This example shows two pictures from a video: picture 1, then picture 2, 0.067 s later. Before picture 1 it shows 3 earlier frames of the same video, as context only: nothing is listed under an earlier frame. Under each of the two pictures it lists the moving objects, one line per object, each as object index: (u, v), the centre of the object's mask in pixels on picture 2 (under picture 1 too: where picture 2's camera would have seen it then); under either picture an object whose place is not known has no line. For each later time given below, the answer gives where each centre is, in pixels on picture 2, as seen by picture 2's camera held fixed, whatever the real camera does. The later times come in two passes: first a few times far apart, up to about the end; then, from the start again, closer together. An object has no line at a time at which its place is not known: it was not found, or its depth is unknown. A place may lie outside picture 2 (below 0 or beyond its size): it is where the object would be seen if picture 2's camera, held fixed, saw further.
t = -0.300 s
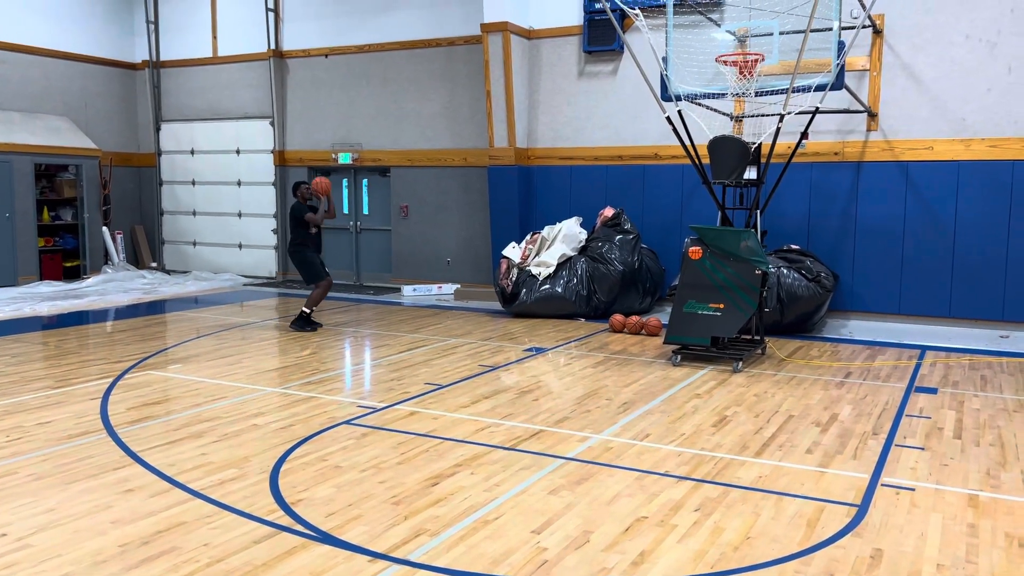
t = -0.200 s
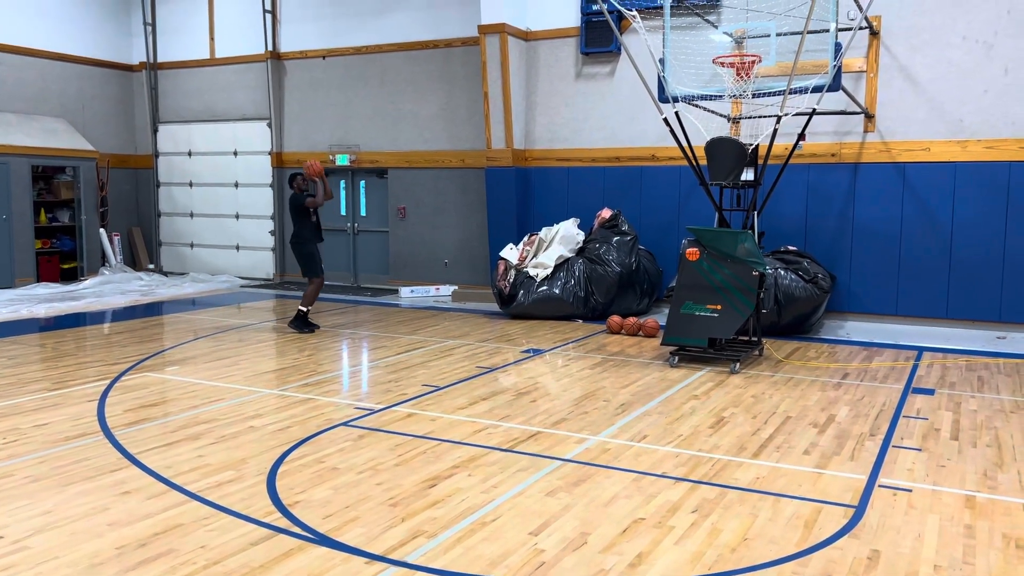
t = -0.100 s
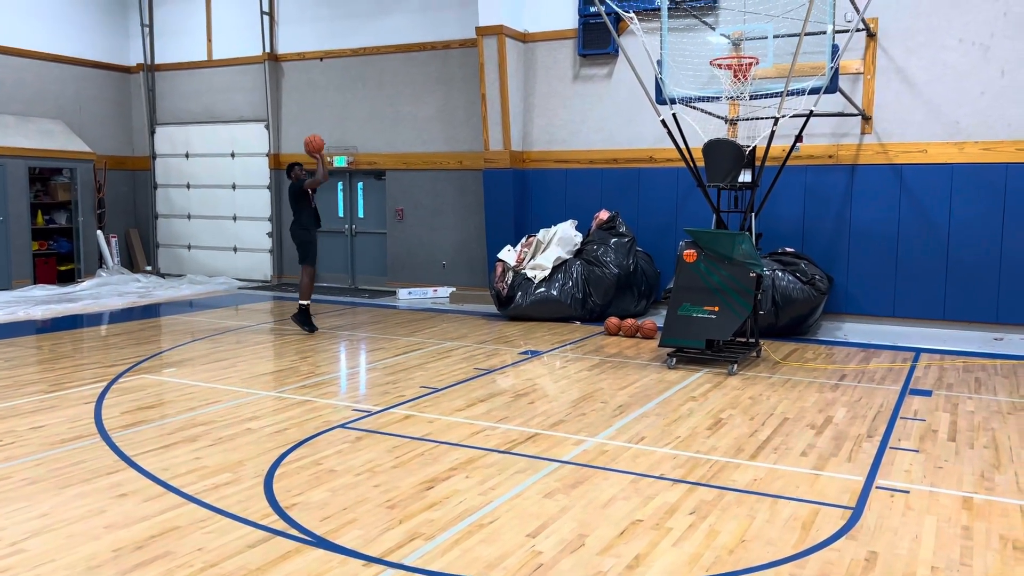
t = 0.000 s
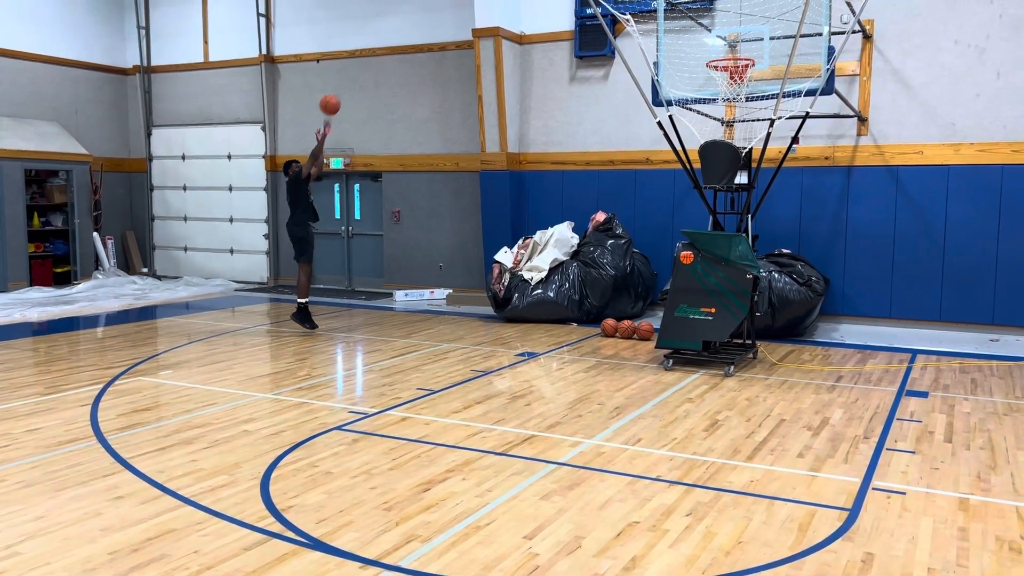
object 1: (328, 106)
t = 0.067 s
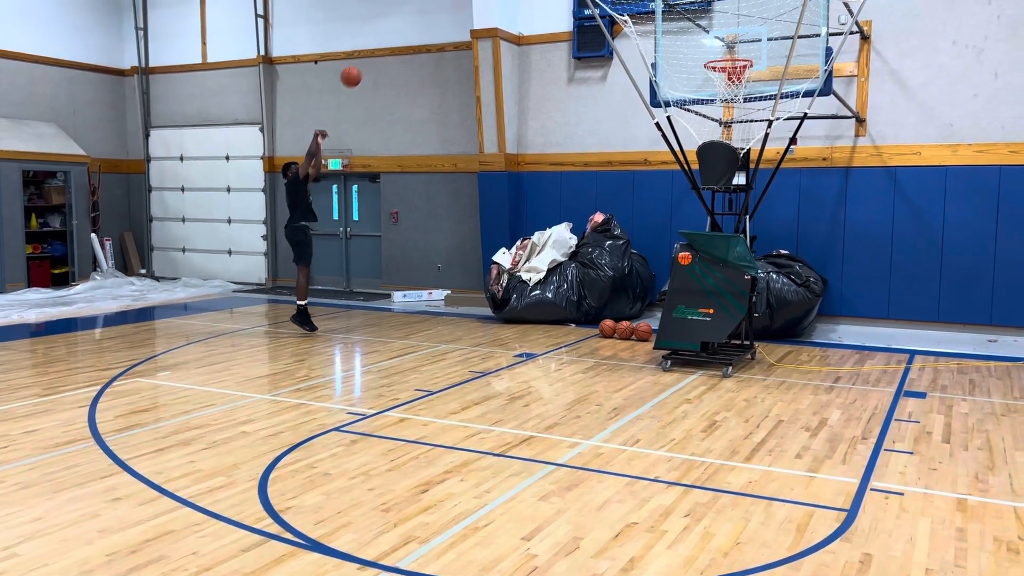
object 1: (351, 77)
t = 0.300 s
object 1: (435, 2)
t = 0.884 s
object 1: (663, 10)
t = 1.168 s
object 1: (758, 97)
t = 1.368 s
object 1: (761, 137)
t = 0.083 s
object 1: (357, 69)
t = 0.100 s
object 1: (363, 63)
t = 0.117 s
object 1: (368, 57)
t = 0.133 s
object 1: (375, 50)
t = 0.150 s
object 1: (380, 43)
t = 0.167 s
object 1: (386, 38)
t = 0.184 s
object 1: (392, 32)
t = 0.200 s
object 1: (398, 27)
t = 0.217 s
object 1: (405, 22)
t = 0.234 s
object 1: (410, 16)
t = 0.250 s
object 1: (417, 12)
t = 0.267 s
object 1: (423, 7)
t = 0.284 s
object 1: (429, 4)
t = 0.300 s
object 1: (435, 2)
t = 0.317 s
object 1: (441, 0)
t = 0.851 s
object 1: (650, 1)
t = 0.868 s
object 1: (658, 5)
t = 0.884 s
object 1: (663, 10)
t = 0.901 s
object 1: (671, 14)
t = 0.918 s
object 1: (678, 20)
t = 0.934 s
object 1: (685, 25)
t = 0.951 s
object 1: (691, 31)
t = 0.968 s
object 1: (698, 38)
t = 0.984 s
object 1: (705, 44)
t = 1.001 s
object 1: (712, 50)
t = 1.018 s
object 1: (718, 54)
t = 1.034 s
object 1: (727, 63)
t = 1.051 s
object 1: (732, 71)
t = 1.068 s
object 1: (740, 79)
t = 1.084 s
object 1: (743, 85)
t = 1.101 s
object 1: (749, 88)
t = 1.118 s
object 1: (751, 89)
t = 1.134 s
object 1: (754, 89)
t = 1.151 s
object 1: (756, 95)
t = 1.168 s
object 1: (758, 97)
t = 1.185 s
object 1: (761, 99)
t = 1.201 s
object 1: (763, 103)
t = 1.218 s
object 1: (764, 106)
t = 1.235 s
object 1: (767, 109)
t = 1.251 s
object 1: (770, 114)
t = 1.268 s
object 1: (772, 118)
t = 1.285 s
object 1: (773, 122)
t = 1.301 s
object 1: (773, 126)
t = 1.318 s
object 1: (771, 129)
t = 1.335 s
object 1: (768, 133)
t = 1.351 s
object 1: (765, 135)
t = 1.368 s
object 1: (761, 137)
